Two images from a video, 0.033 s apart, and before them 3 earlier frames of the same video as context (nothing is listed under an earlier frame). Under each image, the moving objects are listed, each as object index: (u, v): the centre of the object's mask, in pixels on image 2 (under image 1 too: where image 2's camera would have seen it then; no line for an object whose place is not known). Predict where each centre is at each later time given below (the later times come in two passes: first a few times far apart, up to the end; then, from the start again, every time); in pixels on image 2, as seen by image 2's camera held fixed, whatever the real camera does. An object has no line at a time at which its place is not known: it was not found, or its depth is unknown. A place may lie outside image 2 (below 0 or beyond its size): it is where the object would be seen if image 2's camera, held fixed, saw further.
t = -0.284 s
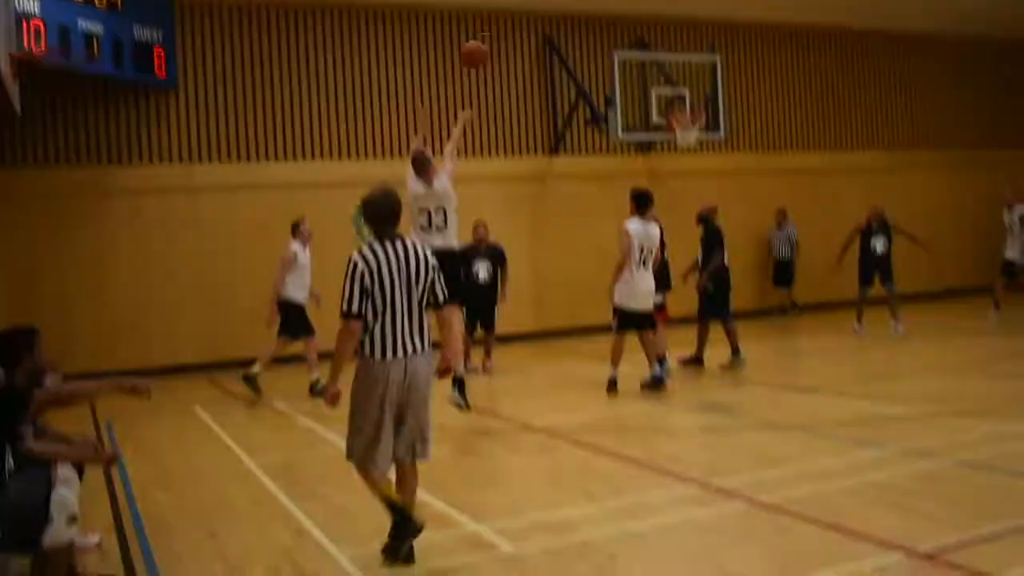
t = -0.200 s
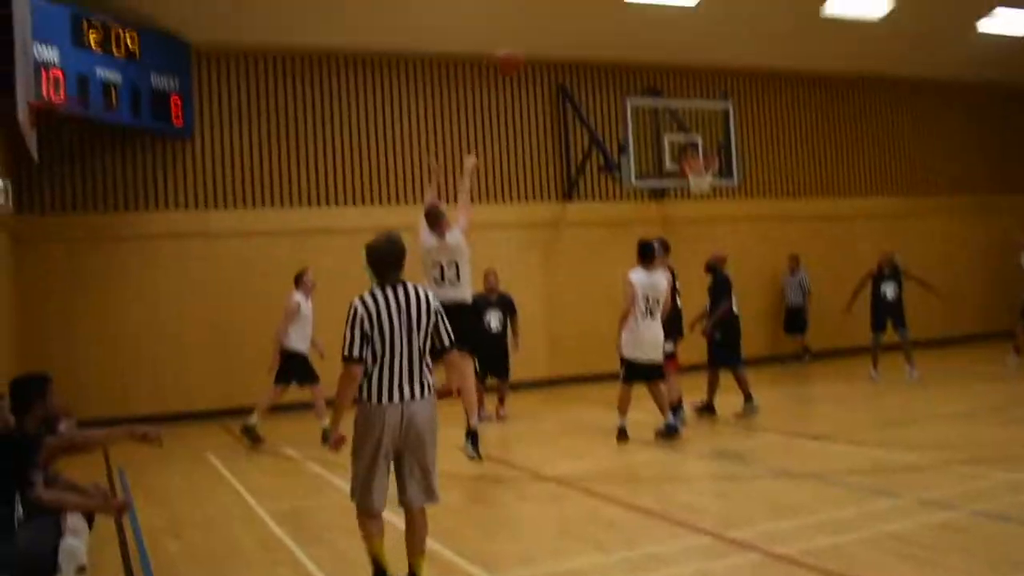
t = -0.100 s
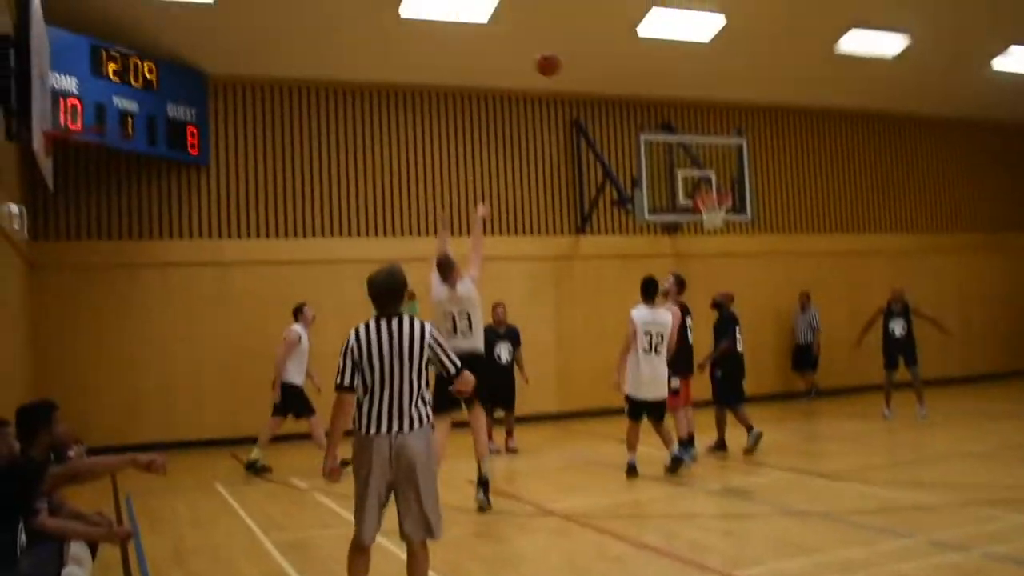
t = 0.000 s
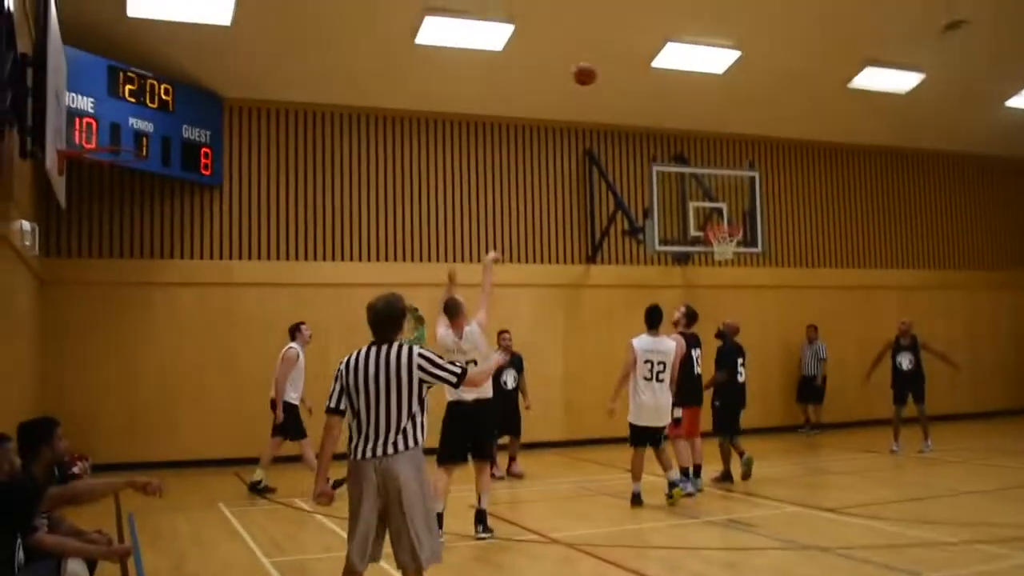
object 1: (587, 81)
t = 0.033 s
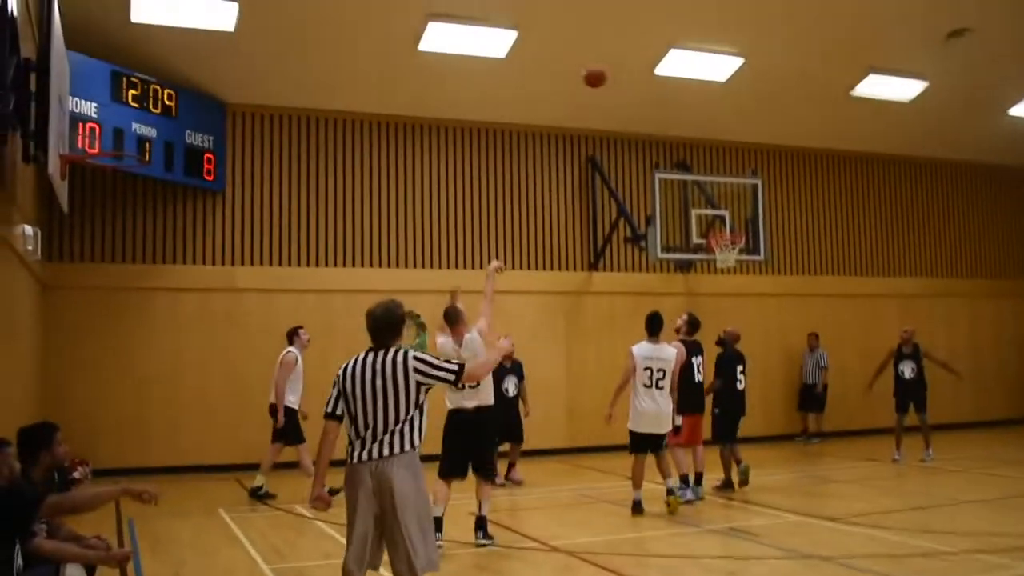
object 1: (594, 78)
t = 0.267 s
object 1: (642, 77)
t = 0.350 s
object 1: (657, 87)
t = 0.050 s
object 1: (598, 76)
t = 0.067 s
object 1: (602, 75)
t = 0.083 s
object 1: (606, 74)
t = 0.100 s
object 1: (610, 73)
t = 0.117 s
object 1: (613, 73)
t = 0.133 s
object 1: (616, 72)
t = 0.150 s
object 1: (620, 72)
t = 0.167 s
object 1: (623, 72)
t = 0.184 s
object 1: (626, 72)
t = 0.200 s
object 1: (629, 73)
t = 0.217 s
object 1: (633, 74)
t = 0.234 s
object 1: (636, 75)
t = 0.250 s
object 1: (639, 76)
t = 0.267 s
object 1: (642, 77)
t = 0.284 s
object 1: (646, 79)
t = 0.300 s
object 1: (648, 81)
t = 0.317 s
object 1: (651, 84)
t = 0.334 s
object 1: (654, 85)
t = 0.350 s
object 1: (657, 87)
